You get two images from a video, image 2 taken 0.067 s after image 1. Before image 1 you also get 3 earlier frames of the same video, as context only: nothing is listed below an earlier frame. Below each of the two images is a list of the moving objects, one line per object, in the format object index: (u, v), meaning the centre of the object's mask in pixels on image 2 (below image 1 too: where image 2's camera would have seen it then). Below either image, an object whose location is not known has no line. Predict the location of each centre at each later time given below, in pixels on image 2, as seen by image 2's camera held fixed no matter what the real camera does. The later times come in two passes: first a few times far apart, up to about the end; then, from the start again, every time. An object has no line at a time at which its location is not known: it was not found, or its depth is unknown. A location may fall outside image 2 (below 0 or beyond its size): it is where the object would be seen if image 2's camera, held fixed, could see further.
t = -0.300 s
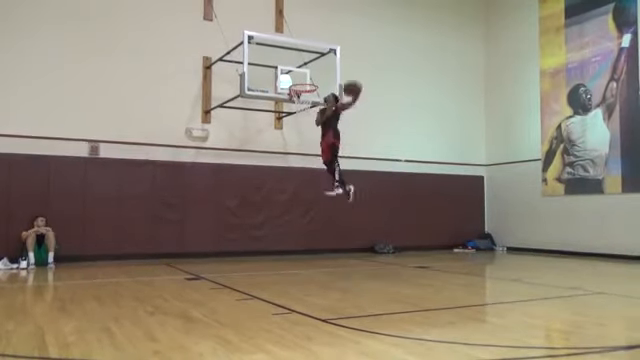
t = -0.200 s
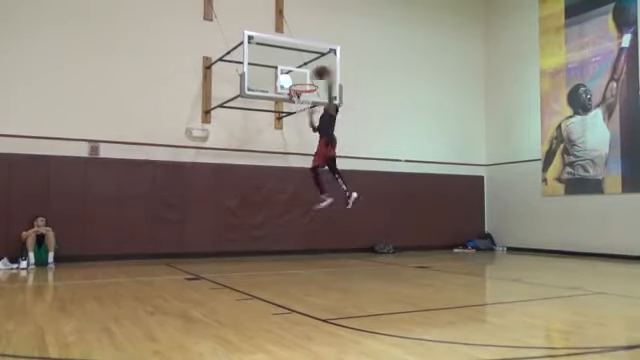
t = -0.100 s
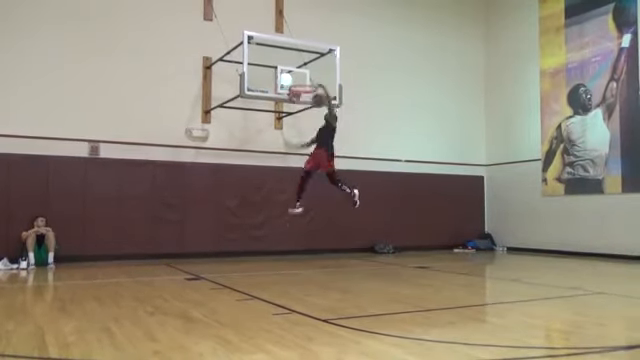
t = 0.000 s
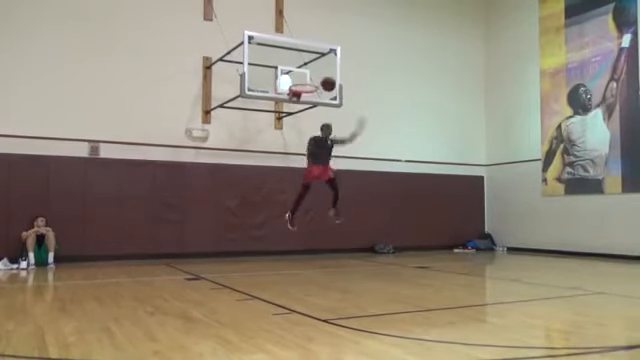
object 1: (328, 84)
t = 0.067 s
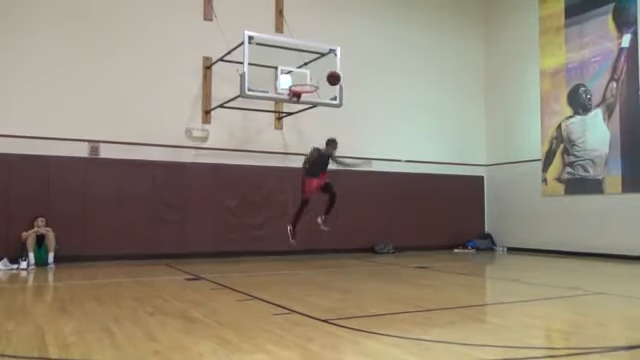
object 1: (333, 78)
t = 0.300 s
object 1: (352, 78)
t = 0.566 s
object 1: (374, 117)
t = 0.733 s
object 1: (390, 166)
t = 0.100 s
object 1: (336, 76)
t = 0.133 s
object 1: (339, 75)
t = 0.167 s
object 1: (341, 74)
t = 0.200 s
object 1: (344, 74)
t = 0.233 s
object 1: (346, 75)
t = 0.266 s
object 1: (349, 76)
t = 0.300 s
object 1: (352, 78)
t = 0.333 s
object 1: (355, 80)
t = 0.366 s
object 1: (357, 83)
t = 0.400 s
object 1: (360, 87)
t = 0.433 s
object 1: (363, 92)
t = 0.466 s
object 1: (366, 97)
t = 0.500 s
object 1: (369, 103)
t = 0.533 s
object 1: (371, 110)
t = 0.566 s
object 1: (374, 117)
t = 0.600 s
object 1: (377, 125)
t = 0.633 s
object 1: (380, 134)
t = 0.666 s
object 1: (383, 144)
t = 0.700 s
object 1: (386, 154)
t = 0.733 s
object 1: (390, 166)
